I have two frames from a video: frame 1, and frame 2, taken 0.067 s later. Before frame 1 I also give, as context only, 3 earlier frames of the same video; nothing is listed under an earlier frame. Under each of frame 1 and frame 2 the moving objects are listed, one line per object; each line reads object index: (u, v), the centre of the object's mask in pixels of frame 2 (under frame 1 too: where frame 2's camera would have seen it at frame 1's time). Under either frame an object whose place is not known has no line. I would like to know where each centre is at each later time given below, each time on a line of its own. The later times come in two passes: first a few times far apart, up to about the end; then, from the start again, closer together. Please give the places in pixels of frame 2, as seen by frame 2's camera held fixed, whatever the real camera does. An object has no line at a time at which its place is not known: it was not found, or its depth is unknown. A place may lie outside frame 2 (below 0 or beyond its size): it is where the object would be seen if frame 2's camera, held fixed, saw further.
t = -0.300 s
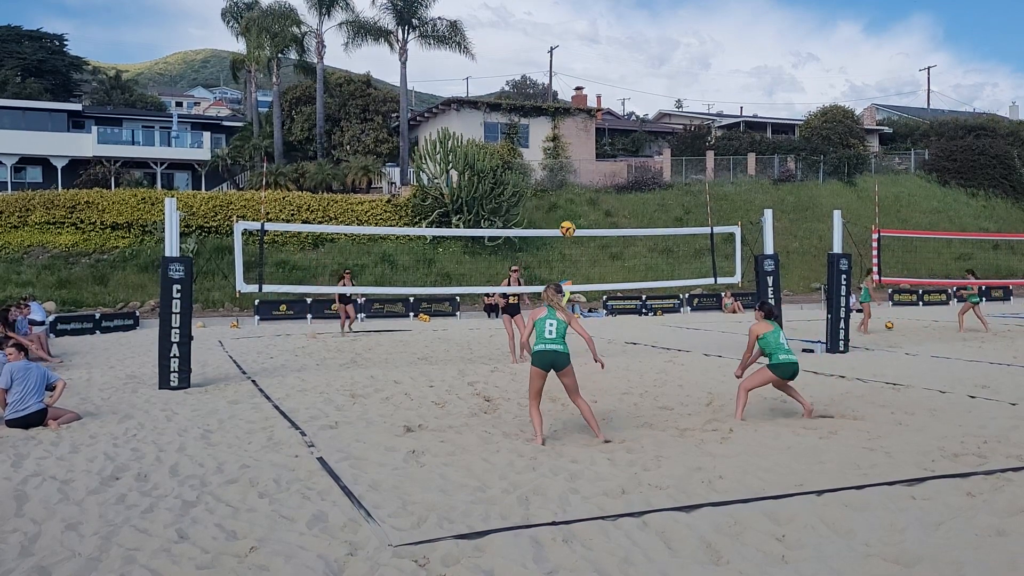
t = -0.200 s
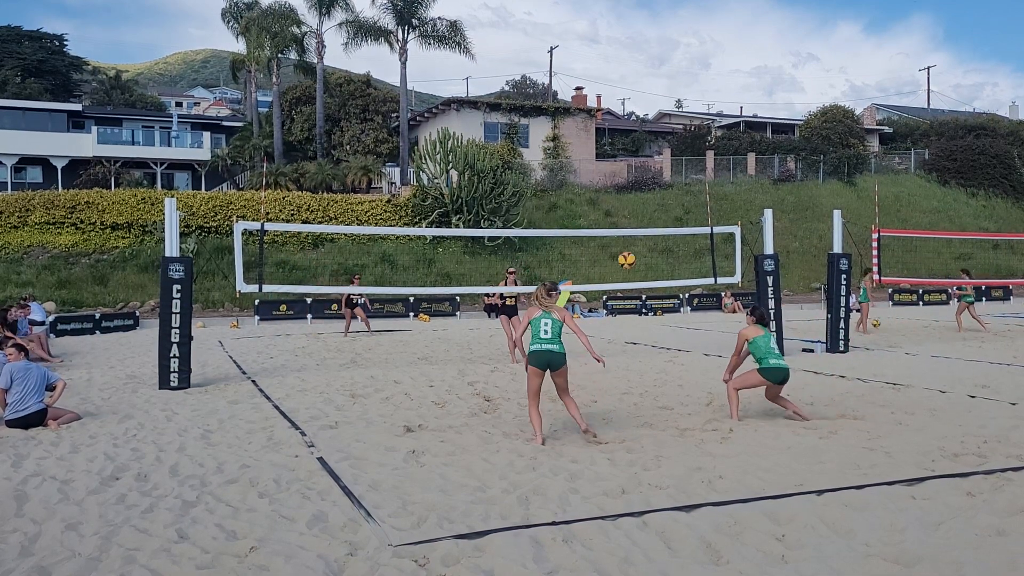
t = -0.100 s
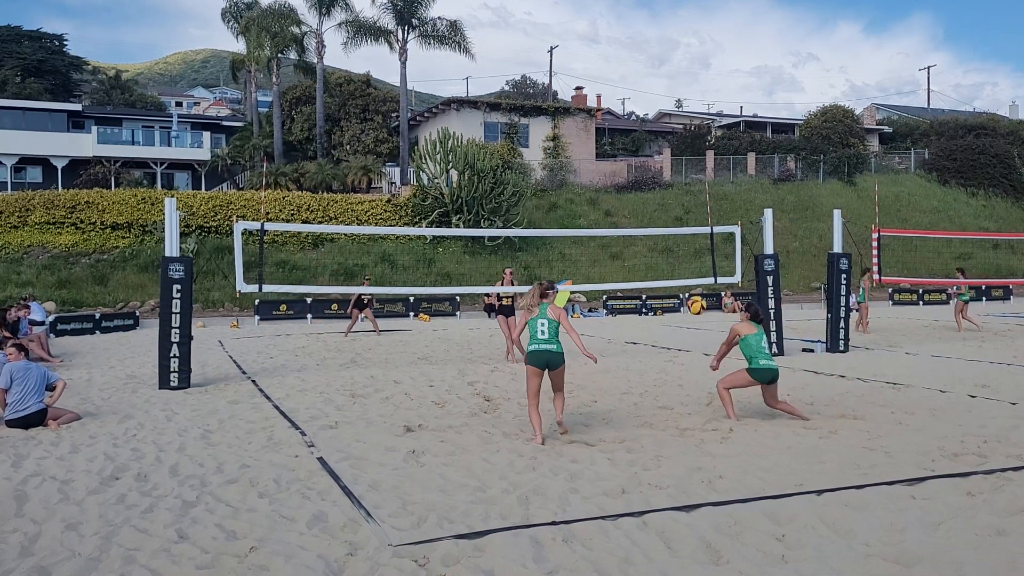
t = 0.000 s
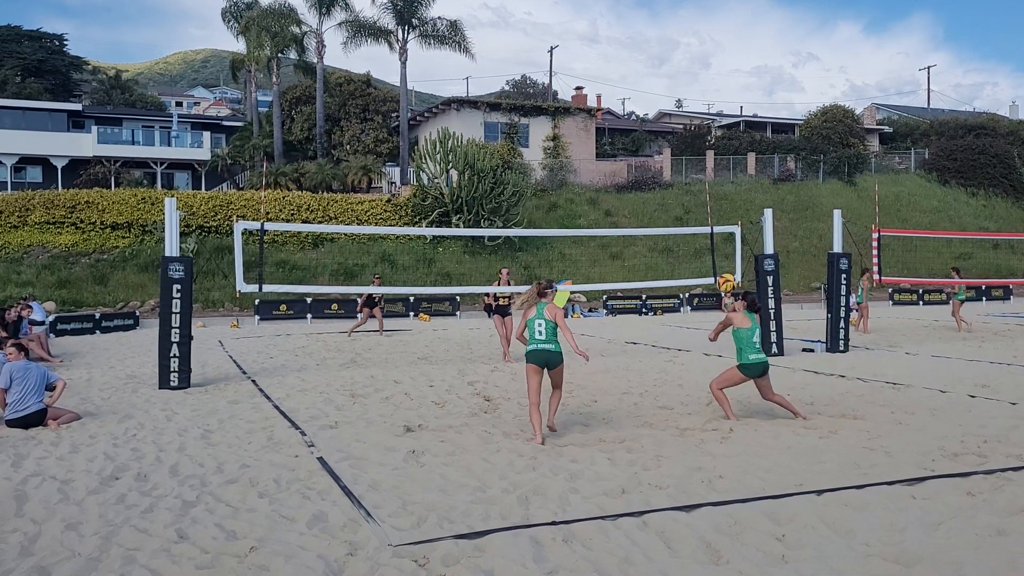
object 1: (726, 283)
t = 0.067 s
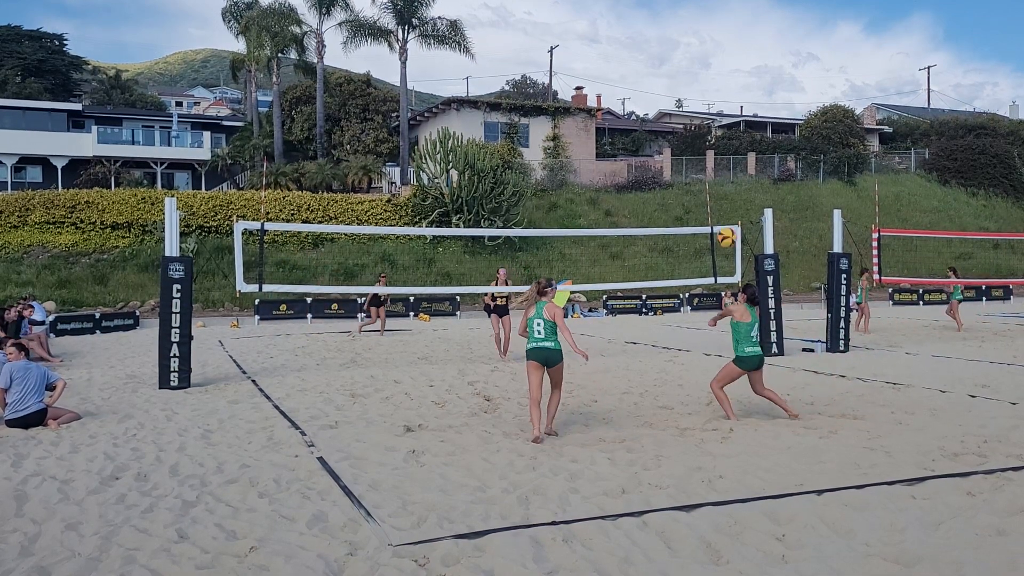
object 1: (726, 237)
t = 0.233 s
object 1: (729, 138)
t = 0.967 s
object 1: (755, 9)
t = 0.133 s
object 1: (727, 194)
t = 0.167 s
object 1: (728, 175)
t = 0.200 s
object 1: (728, 155)
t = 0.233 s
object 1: (729, 138)
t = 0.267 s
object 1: (730, 121)
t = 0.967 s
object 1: (755, 9)
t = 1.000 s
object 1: (757, 14)
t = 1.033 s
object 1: (758, 22)
